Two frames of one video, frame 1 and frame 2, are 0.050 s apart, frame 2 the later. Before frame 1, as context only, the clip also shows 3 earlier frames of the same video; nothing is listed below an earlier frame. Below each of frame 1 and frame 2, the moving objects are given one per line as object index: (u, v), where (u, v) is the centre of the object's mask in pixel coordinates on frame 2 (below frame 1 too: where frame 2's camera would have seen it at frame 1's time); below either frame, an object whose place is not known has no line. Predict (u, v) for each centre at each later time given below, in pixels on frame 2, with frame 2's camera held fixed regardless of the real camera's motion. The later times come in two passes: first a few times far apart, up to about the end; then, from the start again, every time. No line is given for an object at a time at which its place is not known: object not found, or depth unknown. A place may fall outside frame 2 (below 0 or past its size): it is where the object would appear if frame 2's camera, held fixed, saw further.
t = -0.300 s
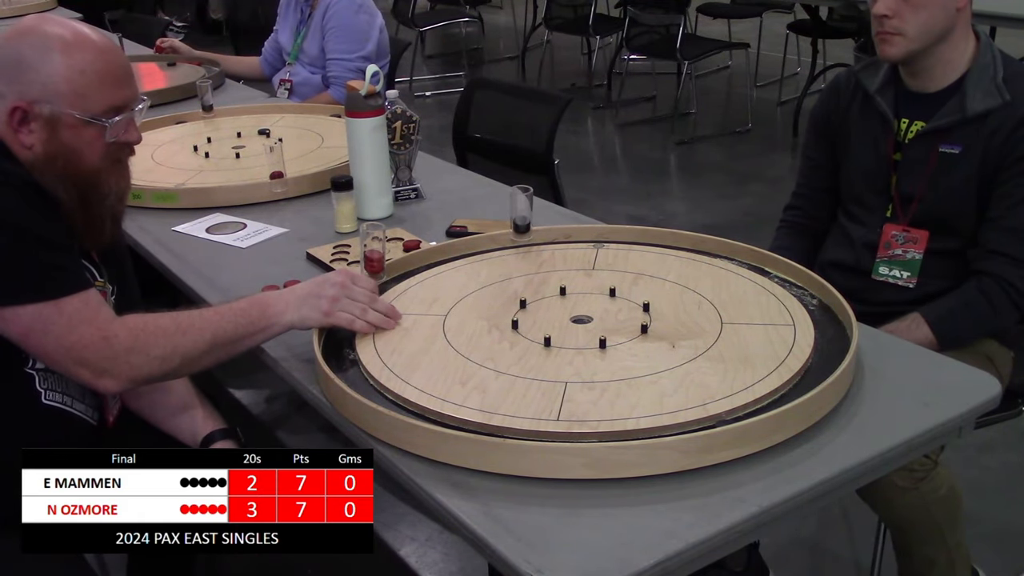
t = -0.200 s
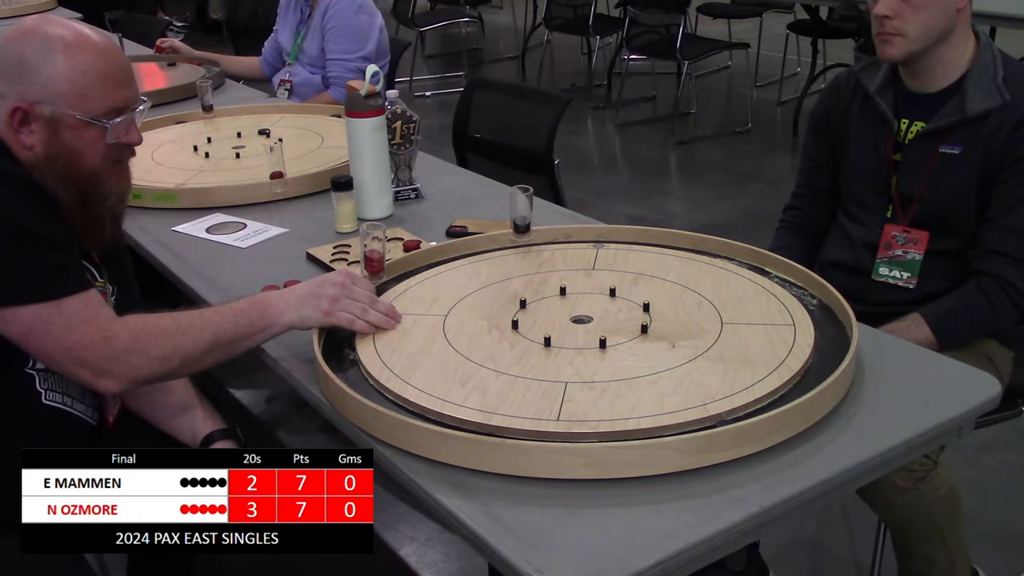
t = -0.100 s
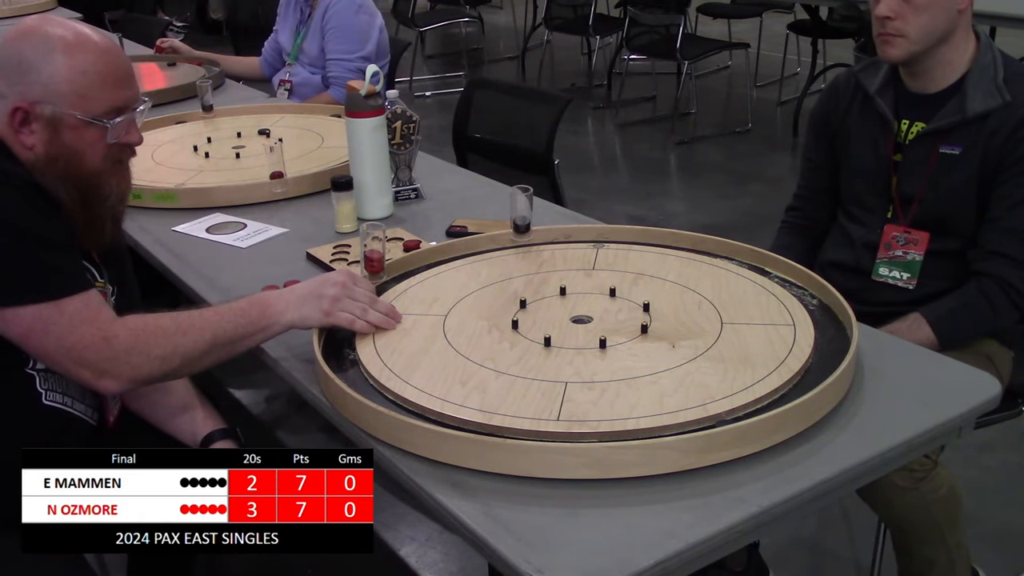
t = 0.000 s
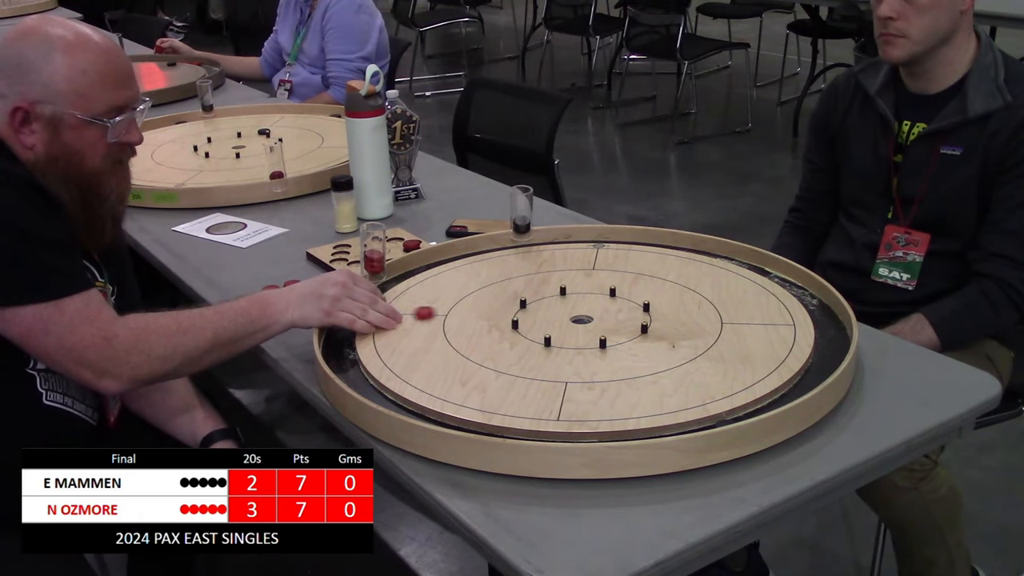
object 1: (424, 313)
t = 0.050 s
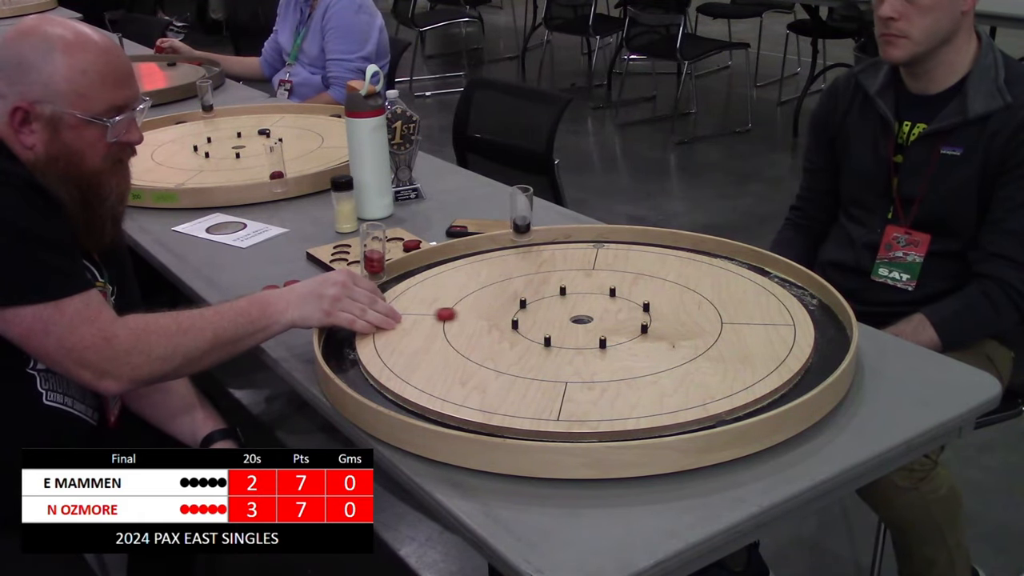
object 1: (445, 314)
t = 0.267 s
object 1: (515, 317)
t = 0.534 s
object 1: (547, 319)
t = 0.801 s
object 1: (547, 319)
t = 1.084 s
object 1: (547, 319)
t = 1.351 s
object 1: (547, 319)
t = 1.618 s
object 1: (547, 319)
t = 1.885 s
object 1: (547, 319)
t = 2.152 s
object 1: (547, 319)
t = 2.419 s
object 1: (547, 319)
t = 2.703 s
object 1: (547, 319)
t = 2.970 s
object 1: (547, 319)
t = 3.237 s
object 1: (547, 319)
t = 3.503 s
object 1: (547, 319)
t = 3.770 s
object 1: (547, 319)
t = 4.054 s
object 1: (547, 319)
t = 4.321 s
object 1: (547, 319)
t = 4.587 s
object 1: (547, 319)
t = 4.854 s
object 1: (547, 319)
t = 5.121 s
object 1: (547, 319)
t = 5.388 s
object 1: (547, 319)
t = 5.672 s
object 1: (547, 319)
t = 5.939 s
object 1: (547, 319)
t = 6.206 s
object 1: (547, 319)
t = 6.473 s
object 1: (547, 319)
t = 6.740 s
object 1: (547, 319)
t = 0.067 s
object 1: (452, 314)
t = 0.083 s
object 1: (459, 315)
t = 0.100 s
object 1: (465, 315)
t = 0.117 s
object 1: (471, 315)
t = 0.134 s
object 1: (477, 316)
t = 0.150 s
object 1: (482, 316)
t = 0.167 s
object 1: (488, 316)
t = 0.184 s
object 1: (493, 316)
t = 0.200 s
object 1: (497, 317)
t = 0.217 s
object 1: (502, 317)
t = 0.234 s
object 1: (506, 317)
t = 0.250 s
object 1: (511, 317)
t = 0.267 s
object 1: (515, 317)
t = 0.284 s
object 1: (520, 317)
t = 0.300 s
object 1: (524, 318)
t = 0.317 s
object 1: (527, 318)
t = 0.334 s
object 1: (530, 318)
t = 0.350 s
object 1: (532, 318)
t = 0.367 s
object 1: (535, 319)
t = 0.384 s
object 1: (537, 319)
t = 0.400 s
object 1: (539, 319)
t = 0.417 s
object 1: (541, 319)
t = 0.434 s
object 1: (543, 319)
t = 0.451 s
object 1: (544, 319)
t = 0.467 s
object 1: (545, 319)
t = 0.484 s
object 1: (546, 319)
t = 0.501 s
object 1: (546, 319)
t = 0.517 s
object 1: (547, 319)
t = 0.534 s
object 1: (547, 319)
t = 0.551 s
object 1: (547, 319)
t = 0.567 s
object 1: (547, 319)
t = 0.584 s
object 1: (547, 319)
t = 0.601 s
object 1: (547, 319)
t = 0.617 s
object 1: (547, 319)
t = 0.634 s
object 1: (547, 319)
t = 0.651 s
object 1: (547, 319)
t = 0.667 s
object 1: (547, 319)
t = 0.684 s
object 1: (547, 319)
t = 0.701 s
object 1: (547, 319)
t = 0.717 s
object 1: (547, 319)
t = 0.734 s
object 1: (546, 319)
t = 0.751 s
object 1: (546, 319)
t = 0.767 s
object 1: (547, 319)
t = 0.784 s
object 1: (547, 319)
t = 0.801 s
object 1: (547, 319)
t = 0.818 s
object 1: (547, 319)
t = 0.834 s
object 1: (547, 319)
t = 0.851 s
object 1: (547, 319)
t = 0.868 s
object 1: (547, 319)
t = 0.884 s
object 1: (547, 319)
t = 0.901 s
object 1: (547, 319)
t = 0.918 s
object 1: (547, 319)
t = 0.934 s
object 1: (547, 319)
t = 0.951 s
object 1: (547, 319)
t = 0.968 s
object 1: (547, 319)
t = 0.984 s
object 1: (547, 319)
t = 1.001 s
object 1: (547, 319)
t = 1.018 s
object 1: (547, 319)
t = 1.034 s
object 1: (547, 319)
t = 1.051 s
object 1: (547, 319)
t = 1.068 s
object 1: (547, 319)
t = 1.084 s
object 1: (547, 319)
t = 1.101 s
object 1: (547, 319)
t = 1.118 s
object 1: (547, 319)
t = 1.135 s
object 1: (547, 319)
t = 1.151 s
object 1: (547, 319)
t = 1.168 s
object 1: (547, 319)
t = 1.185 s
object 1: (547, 319)
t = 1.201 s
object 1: (547, 319)
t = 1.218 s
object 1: (547, 319)
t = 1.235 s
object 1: (547, 319)
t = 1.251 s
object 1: (547, 319)
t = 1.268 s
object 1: (547, 319)
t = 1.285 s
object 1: (547, 319)
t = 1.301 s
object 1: (547, 319)
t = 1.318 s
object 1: (547, 319)
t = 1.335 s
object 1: (547, 319)
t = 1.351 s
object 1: (547, 319)
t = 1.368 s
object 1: (547, 319)
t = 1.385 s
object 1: (547, 319)
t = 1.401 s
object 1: (547, 319)
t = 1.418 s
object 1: (547, 319)
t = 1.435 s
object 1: (547, 319)
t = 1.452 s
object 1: (547, 319)
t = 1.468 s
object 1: (547, 319)
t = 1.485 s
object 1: (547, 319)
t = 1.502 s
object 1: (547, 319)
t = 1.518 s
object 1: (547, 319)
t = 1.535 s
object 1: (547, 319)
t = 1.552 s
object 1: (547, 319)
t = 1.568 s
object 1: (547, 319)
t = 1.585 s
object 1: (547, 319)
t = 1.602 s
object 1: (547, 319)
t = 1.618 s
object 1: (547, 319)
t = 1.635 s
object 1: (547, 319)
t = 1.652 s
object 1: (547, 319)
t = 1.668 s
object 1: (547, 319)
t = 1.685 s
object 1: (547, 319)
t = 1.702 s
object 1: (547, 319)
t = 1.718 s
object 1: (547, 319)
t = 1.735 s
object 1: (547, 319)
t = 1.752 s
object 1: (547, 319)
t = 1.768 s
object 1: (547, 319)
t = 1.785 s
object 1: (547, 319)
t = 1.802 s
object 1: (547, 319)
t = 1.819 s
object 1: (547, 319)
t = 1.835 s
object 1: (547, 319)
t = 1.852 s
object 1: (547, 319)
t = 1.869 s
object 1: (547, 319)
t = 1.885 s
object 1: (547, 319)
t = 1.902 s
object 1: (547, 319)
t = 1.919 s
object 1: (547, 319)
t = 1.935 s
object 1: (547, 319)
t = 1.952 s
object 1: (547, 319)
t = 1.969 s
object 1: (547, 319)
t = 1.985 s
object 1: (547, 319)
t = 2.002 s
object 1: (547, 319)
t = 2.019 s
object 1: (547, 319)
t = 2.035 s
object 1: (547, 319)
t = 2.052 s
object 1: (547, 319)
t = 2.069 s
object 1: (547, 319)
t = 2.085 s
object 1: (547, 319)
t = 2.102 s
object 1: (547, 319)
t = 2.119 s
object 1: (547, 319)
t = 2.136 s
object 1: (547, 319)
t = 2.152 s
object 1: (547, 319)
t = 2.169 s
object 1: (547, 319)
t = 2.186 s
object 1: (547, 319)
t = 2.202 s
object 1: (547, 319)
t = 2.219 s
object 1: (547, 319)
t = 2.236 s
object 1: (547, 319)
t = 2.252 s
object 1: (547, 319)
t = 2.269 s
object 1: (547, 319)
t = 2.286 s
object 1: (547, 319)
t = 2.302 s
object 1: (547, 319)
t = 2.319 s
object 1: (547, 319)
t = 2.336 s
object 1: (547, 319)
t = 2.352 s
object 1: (547, 319)
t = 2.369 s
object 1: (547, 319)
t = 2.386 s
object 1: (547, 319)
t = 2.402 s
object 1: (547, 319)
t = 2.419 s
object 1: (547, 319)
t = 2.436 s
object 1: (547, 319)
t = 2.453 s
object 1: (547, 319)
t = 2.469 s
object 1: (547, 319)
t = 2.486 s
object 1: (547, 319)
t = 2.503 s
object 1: (547, 319)
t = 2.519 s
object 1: (547, 319)
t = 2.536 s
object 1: (547, 319)
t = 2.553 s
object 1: (547, 319)
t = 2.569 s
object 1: (547, 319)
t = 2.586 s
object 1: (547, 319)
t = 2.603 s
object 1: (547, 319)
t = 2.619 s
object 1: (547, 319)
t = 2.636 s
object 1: (547, 319)
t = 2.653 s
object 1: (547, 319)
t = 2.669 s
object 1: (547, 319)
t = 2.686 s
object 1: (547, 319)
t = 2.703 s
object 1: (547, 319)
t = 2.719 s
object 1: (547, 319)
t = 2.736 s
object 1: (547, 319)
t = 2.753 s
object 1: (547, 319)
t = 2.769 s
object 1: (547, 319)
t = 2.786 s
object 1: (547, 319)
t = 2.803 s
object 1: (547, 319)
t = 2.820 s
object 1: (547, 319)
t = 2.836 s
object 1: (547, 319)
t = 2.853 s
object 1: (547, 319)
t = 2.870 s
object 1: (547, 319)
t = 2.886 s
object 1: (547, 319)
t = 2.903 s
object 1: (547, 319)
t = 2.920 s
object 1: (547, 319)
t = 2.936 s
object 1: (547, 319)
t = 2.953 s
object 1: (547, 319)
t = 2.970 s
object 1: (547, 319)
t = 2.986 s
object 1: (547, 319)
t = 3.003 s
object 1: (547, 319)
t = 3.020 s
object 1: (547, 319)
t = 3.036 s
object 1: (547, 319)
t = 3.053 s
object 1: (547, 319)
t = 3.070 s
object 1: (547, 319)
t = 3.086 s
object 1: (547, 319)
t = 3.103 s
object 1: (547, 319)
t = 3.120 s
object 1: (547, 319)
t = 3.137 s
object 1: (547, 319)
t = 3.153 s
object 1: (547, 319)
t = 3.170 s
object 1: (547, 319)
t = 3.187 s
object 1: (547, 319)
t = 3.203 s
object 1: (547, 319)
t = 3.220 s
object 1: (547, 319)
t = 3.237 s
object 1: (547, 319)
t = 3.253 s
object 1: (547, 319)
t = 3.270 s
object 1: (547, 319)
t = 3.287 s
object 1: (547, 319)
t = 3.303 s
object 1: (547, 319)
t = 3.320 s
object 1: (547, 319)
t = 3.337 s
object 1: (547, 319)
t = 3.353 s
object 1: (547, 319)
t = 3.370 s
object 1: (547, 319)
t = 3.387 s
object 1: (547, 319)
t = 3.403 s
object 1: (547, 319)
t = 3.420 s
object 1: (547, 319)
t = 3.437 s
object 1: (547, 319)
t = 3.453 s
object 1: (547, 319)
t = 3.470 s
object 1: (547, 319)
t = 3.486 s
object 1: (547, 319)
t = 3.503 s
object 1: (547, 319)
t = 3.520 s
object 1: (547, 319)
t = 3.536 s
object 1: (547, 319)
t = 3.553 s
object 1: (547, 319)
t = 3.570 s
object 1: (547, 319)
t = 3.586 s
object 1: (547, 319)
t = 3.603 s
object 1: (547, 319)
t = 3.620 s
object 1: (546, 319)
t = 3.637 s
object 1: (546, 319)
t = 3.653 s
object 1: (547, 319)
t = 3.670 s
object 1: (547, 319)
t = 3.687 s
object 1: (547, 319)
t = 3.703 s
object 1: (547, 319)
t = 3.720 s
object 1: (547, 319)
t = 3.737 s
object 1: (547, 319)
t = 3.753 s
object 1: (547, 319)
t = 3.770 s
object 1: (547, 319)
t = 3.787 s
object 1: (547, 319)
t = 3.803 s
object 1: (547, 319)
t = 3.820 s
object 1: (547, 319)
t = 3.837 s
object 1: (547, 319)
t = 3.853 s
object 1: (547, 319)
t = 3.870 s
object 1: (547, 319)
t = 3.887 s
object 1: (547, 319)
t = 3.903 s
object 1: (547, 319)
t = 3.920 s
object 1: (547, 319)
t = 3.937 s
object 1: (547, 319)
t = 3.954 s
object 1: (547, 319)
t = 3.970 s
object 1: (547, 319)
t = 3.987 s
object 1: (547, 319)
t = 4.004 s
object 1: (547, 319)
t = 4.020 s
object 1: (547, 319)
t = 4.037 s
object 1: (547, 319)
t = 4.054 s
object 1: (547, 319)
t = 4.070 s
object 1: (547, 319)
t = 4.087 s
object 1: (547, 319)
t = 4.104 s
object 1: (547, 319)
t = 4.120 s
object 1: (547, 319)
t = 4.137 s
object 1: (547, 319)
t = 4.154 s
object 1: (547, 319)
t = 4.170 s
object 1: (547, 319)
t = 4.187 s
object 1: (547, 319)
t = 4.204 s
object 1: (547, 319)
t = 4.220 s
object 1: (547, 319)
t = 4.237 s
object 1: (547, 319)
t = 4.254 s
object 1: (547, 319)
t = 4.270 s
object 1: (547, 319)
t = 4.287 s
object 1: (547, 319)
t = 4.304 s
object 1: (547, 319)
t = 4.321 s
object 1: (547, 319)
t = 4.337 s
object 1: (547, 319)
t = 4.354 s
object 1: (547, 319)
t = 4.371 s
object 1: (547, 319)
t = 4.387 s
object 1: (547, 319)
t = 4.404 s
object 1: (547, 319)
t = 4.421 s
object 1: (547, 319)
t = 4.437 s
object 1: (547, 319)
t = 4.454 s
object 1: (547, 319)
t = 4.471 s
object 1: (547, 319)
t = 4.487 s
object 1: (547, 319)
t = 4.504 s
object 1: (547, 319)
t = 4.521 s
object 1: (547, 319)
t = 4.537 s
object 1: (546, 319)
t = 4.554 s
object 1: (547, 319)
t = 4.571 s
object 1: (547, 319)
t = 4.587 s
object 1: (547, 319)
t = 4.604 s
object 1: (547, 319)
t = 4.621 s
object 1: (547, 319)
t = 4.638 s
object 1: (547, 319)
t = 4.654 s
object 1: (547, 319)
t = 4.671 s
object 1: (547, 319)
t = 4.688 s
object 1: (547, 319)
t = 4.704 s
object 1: (547, 319)
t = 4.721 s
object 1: (547, 319)
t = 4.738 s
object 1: (547, 319)
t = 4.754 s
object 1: (547, 319)
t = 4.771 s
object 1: (547, 319)
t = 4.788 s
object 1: (547, 319)
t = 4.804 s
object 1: (547, 319)
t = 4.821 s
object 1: (547, 319)
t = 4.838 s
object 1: (547, 319)
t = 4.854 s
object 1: (547, 319)
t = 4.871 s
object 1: (547, 319)
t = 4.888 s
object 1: (547, 319)
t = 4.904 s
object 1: (547, 319)
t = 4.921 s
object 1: (547, 319)
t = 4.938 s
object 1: (547, 319)
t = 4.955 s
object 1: (547, 319)
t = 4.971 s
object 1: (547, 319)
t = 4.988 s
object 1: (547, 319)
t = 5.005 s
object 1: (547, 319)
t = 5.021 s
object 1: (547, 319)
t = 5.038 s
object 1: (547, 319)
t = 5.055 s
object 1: (547, 319)
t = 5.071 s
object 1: (547, 319)
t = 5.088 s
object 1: (547, 319)
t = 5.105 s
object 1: (547, 319)
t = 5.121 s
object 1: (547, 319)
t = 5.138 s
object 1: (547, 319)
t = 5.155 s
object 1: (547, 319)
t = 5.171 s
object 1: (547, 319)
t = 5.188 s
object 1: (547, 319)
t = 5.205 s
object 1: (547, 319)
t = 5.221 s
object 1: (547, 319)
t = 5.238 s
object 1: (547, 319)
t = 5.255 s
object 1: (547, 319)
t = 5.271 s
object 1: (547, 319)
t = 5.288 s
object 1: (547, 319)
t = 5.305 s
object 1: (547, 319)
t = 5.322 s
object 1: (547, 319)
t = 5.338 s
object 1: (547, 319)
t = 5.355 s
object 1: (546, 319)
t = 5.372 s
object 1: (547, 319)
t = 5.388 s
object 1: (547, 319)
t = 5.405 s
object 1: (547, 319)
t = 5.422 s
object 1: (547, 319)
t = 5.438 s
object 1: (547, 319)
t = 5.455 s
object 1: (547, 319)
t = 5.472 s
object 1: (547, 319)
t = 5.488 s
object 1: (547, 319)
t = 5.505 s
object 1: (547, 319)
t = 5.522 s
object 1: (547, 319)
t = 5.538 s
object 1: (547, 319)
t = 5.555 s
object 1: (547, 319)
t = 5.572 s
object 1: (547, 319)
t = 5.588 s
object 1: (547, 319)
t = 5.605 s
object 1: (547, 319)
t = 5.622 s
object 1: (547, 319)
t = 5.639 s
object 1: (547, 319)
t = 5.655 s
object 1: (547, 319)
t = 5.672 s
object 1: (547, 319)
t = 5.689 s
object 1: (547, 319)
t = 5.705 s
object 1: (547, 319)
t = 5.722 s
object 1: (547, 319)
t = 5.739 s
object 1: (547, 319)
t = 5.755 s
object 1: (547, 319)
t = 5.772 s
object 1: (547, 319)
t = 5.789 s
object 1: (547, 319)
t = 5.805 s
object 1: (547, 319)
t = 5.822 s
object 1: (547, 319)
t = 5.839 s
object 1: (547, 319)
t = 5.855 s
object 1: (547, 319)
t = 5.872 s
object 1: (547, 319)
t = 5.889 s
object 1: (547, 319)
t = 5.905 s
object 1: (547, 319)
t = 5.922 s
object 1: (547, 319)
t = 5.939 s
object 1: (547, 319)
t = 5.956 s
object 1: (547, 319)
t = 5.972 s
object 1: (547, 319)
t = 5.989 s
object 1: (547, 319)
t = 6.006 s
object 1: (547, 319)
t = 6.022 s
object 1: (547, 319)
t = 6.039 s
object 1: (547, 319)
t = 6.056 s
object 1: (547, 319)
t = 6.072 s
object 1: (547, 319)
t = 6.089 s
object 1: (547, 319)
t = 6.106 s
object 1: (547, 319)
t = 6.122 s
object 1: (547, 319)
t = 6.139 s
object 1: (547, 319)
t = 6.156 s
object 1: (547, 319)
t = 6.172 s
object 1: (547, 319)
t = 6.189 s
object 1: (547, 319)
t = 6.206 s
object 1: (547, 319)
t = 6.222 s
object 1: (547, 319)
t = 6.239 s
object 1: (547, 319)
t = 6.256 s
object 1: (547, 319)
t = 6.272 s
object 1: (547, 319)
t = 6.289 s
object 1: (547, 319)
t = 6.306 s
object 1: (547, 319)
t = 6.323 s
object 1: (547, 319)
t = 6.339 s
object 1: (547, 319)
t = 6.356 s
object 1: (547, 319)
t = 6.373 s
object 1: (547, 319)
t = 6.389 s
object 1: (547, 319)
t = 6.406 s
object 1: (547, 319)
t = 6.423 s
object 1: (547, 319)
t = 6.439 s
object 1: (547, 319)
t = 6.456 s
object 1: (547, 319)
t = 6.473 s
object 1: (547, 319)
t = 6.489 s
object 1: (547, 319)
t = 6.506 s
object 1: (547, 319)
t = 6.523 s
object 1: (547, 319)
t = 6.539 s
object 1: (547, 319)
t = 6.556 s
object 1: (547, 319)
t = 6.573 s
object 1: (547, 319)
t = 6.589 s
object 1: (547, 319)
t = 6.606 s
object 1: (547, 319)
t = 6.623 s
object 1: (547, 319)
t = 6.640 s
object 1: (547, 319)
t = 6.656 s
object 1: (547, 319)
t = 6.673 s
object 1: (547, 319)
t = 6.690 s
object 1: (547, 319)
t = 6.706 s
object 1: (547, 319)
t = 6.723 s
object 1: (547, 319)
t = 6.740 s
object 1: (547, 319)
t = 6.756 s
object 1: (547, 319)
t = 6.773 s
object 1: (547, 319)
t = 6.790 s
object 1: (547, 319)
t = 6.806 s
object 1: (547, 319)
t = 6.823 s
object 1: (547, 319)
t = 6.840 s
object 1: (547, 319)
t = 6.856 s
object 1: (547, 319)
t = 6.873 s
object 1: (547, 319)
